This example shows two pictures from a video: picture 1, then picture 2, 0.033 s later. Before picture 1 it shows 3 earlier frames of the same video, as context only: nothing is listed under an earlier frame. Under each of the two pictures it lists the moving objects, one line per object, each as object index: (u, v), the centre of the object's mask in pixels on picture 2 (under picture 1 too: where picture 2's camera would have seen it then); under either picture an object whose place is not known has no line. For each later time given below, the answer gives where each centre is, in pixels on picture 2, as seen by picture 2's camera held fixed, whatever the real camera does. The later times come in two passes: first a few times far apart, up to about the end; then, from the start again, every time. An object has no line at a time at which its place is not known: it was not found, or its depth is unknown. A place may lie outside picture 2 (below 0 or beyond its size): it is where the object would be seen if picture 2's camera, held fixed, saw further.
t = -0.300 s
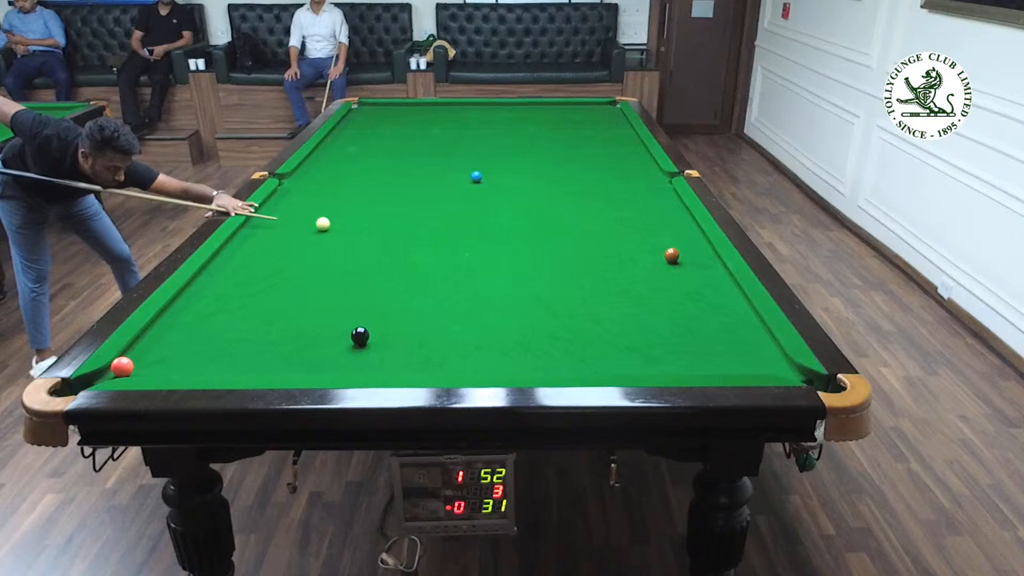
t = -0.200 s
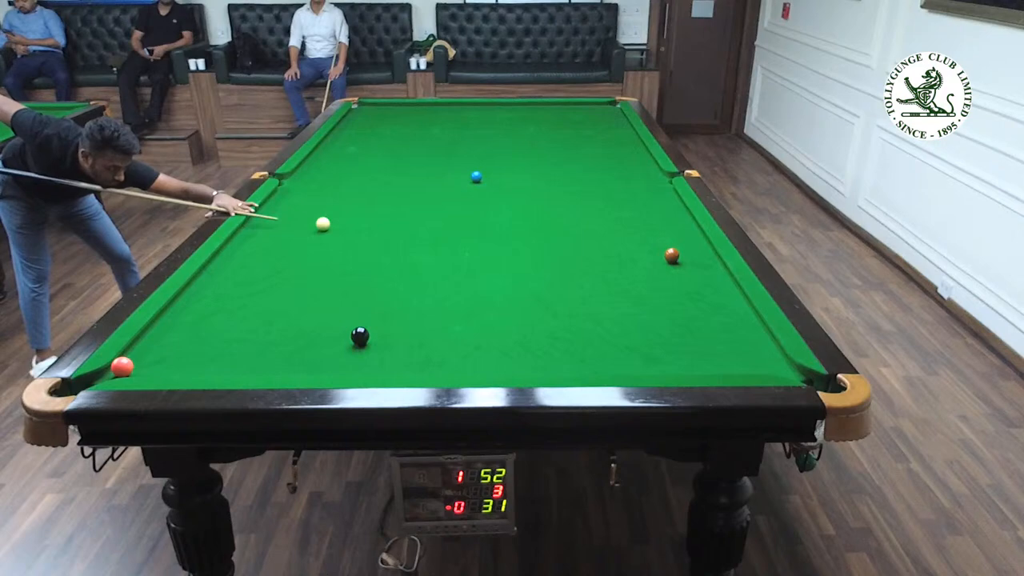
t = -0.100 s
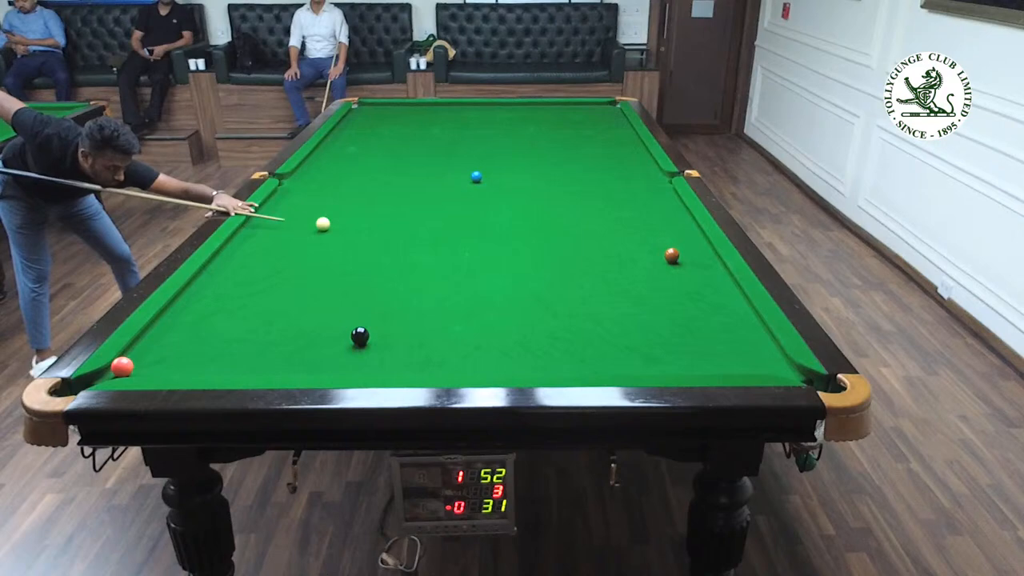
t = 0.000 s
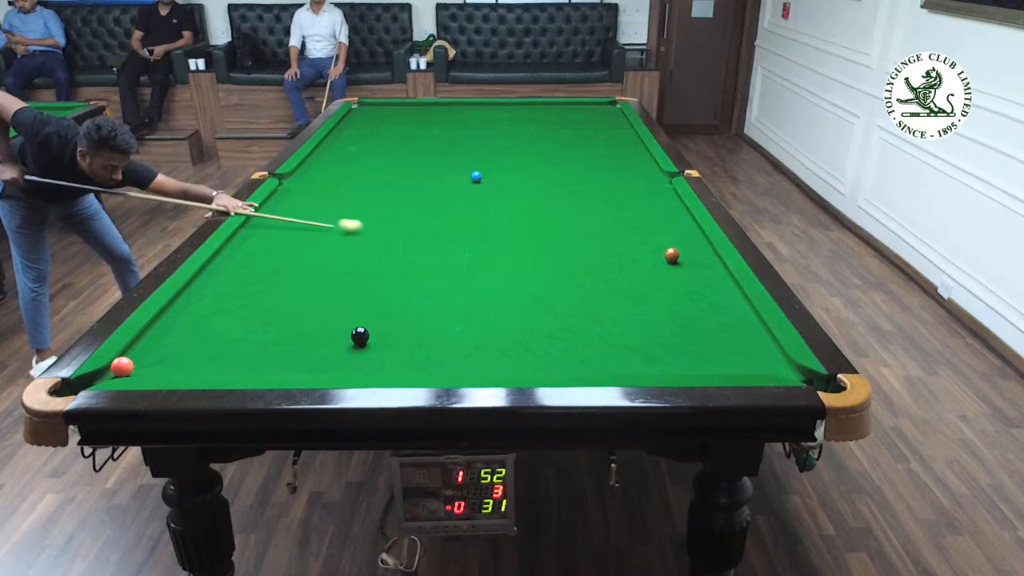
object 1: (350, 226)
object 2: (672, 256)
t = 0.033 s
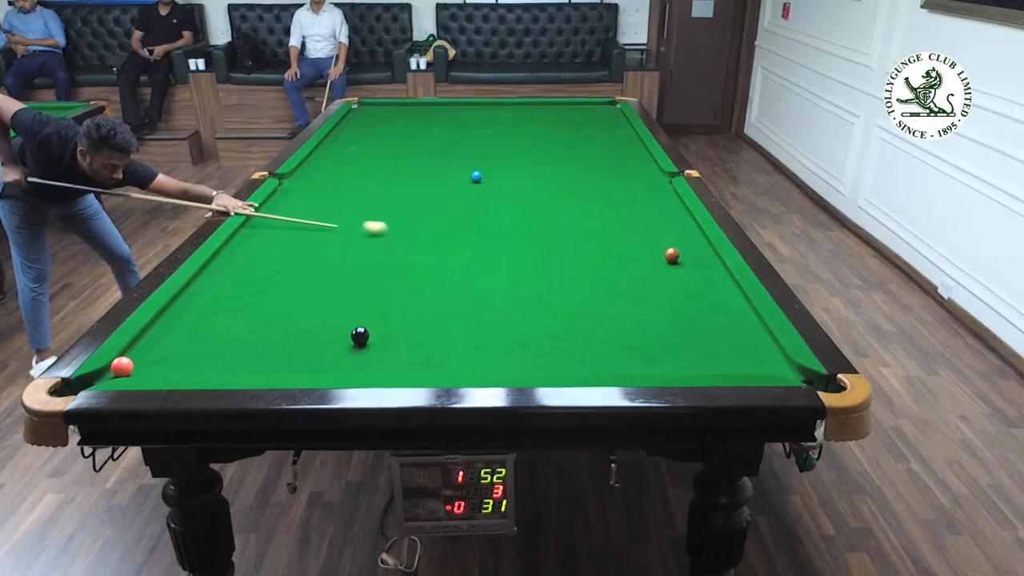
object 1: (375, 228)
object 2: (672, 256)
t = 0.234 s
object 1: (518, 239)
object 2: (672, 256)
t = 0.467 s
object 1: (662, 250)
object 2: (676, 257)
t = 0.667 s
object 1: (699, 238)
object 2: (714, 279)
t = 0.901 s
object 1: (662, 225)
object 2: (684, 295)
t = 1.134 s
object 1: (626, 213)
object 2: (653, 312)
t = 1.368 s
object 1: (595, 203)
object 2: (618, 331)
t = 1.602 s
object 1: (568, 193)
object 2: (583, 350)
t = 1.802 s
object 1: (547, 186)
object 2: (550, 365)
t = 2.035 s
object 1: (524, 178)
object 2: (513, 364)
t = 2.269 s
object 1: (503, 171)
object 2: (480, 353)
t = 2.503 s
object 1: (484, 164)
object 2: (450, 341)
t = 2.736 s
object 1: (467, 158)
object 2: (423, 331)
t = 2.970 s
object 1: (452, 153)
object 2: (399, 322)
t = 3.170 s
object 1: (440, 149)
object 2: (380, 314)
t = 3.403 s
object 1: (427, 144)
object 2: (360, 307)
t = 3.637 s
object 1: (415, 140)
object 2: (342, 300)
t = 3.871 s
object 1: (404, 136)
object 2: (326, 294)
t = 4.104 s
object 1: (394, 132)
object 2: (312, 288)
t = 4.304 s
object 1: (386, 129)
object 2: (301, 284)
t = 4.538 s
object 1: (378, 126)
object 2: (289, 279)
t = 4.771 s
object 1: (370, 123)
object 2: (278, 275)
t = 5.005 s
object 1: (363, 121)
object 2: (269, 272)
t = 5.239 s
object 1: (356, 118)
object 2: (261, 269)
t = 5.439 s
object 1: (351, 117)
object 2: (255, 266)
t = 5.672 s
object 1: (349, 115)
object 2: (249, 264)
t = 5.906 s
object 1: (354, 113)
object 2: (244, 262)
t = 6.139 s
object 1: (358, 112)
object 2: (240, 260)
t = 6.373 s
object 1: (361, 111)
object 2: (238, 259)
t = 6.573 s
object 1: (364, 110)
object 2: (236, 258)
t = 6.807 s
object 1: (367, 109)
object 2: (235, 258)
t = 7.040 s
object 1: (369, 109)
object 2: (235, 258)
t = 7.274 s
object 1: (371, 108)
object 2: (235, 258)
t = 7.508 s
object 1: (372, 108)
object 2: (235, 258)
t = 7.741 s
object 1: (373, 108)
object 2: (235, 258)
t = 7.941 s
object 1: (373, 108)
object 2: (235, 258)
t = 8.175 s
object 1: (373, 108)
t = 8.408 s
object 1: (373, 108)
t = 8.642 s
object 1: (373, 108)
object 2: (235, 258)
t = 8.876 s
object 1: (373, 108)
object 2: (235, 258)
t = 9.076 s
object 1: (373, 108)
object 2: (235, 257)
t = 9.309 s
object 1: (373, 108)
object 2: (235, 258)
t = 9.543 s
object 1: (373, 108)
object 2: (235, 258)
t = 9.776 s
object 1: (373, 108)
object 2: (235, 258)
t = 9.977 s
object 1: (373, 108)
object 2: (235, 258)
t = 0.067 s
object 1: (400, 230)
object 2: (672, 256)
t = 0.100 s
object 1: (424, 232)
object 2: (672, 256)
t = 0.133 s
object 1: (448, 233)
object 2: (672, 256)
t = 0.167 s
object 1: (472, 235)
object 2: (672, 256)
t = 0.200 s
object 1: (495, 237)
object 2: (672, 255)
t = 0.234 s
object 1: (518, 239)
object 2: (672, 256)
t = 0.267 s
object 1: (541, 241)
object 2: (672, 256)
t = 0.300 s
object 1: (563, 243)
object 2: (672, 256)
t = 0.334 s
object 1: (585, 244)
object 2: (672, 256)
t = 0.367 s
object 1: (606, 246)
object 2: (672, 256)
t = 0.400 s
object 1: (626, 248)
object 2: (672, 256)
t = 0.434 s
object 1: (646, 249)
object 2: (672, 256)
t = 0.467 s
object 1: (662, 250)
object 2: (676, 257)
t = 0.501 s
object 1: (669, 248)
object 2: (689, 261)
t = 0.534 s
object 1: (675, 246)
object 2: (700, 266)
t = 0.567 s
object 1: (681, 244)
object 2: (712, 269)
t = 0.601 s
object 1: (688, 242)
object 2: (723, 273)
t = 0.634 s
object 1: (693, 240)
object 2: (719, 276)
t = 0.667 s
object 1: (699, 238)
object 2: (714, 279)
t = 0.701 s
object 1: (696, 236)
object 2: (709, 281)
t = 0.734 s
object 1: (690, 234)
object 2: (705, 283)
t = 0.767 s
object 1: (683, 232)
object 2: (701, 286)
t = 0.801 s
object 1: (678, 230)
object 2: (697, 288)
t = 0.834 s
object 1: (672, 228)
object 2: (692, 290)
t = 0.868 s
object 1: (667, 227)
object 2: (688, 292)
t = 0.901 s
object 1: (662, 225)
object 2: (684, 295)
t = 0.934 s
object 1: (656, 223)
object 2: (680, 297)
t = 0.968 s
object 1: (651, 221)
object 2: (675, 300)
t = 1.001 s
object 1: (646, 220)
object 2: (671, 302)
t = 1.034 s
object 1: (641, 218)
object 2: (666, 305)
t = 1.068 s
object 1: (636, 216)
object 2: (662, 308)
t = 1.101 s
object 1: (631, 215)
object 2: (657, 310)
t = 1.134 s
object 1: (626, 213)
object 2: (653, 312)
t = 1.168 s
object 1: (622, 212)
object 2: (648, 315)
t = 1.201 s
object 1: (617, 210)
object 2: (643, 318)
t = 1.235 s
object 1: (613, 208)
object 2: (638, 320)
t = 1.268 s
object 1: (608, 207)
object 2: (633, 323)
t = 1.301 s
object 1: (604, 206)
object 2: (628, 325)
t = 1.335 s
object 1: (600, 204)
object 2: (624, 328)
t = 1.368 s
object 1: (595, 203)
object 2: (618, 331)
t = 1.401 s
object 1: (591, 201)
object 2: (613, 333)
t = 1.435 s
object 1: (587, 200)
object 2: (609, 336)
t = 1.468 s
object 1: (583, 198)
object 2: (603, 339)
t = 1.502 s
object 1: (579, 197)
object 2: (598, 341)
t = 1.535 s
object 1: (576, 196)
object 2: (593, 345)
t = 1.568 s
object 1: (572, 194)
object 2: (588, 347)
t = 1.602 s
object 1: (568, 193)
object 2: (583, 350)
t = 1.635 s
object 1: (564, 192)
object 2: (578, 353)
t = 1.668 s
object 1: (561, 191)
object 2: (573, 356)
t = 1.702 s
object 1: (557, 190)
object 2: (567, 359)
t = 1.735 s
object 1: (553, 188)
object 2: (562, 362)
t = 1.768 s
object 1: (550, 187)
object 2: (556, 364)
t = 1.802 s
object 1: (547, 186)
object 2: (550, 365)
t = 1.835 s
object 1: (543, 185)
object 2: (545, 367)
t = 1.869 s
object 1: (540, 184)
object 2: (539, 369)
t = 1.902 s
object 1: (536, 183)
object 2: (533, 369)
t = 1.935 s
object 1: (533, 181)
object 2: (528, 367)
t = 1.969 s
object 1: (530, 180)
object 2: (523, 366)
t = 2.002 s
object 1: (527, 179)
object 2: (518, 365)
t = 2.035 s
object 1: (524, 178)
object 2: (513, 364)
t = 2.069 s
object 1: (521, 177)
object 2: (508, 363)
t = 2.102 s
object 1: (518, 176)
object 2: (503, 362)
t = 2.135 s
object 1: (515, 175)
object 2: (498, 360)
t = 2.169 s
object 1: (512, 174)
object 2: (494, 358)
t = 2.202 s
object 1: (509, 173)
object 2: (489, 356)
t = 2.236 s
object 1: (506, 172)
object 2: (484, 355)
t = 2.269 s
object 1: (503, 171)
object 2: (480, 353)
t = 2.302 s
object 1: (500, 170)
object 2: (475, 351)
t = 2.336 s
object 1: (497, 169)
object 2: (471, 349)
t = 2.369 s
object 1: (495, 168)
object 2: (467, 348)
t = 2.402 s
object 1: (492, 167)
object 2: (462, 346)
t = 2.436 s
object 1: (489, 166)
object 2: (458, 344)
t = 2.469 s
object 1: (487, 165)
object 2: (454, 343)
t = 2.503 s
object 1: (484, 164)
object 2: (450, 341)
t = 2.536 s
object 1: (482, 164)
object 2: (446, 340)
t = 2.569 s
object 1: (479, 163)
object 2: (442, 338)
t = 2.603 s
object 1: (477, 162)
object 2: (438, 337)
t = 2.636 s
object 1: (474, 161)
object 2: (434, 335)
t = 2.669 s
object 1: (472, 160)
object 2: (431, 333)
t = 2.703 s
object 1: (470, 159)
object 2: (427, 332)
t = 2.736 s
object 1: (467, 158)
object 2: (423, 331)
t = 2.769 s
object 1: (465, 158)
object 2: (420, 330)
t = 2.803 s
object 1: (463, 157)
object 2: (416, 328)
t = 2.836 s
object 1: (460, 156)
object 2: (413, 327)
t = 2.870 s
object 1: (458, 155)
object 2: (409, 325)
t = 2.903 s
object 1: (456, 154)
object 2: (406, 324)
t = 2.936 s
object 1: (454, 154)
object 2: (402, 323)
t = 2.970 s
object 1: (452, 153)
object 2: (399, 322)
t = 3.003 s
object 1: (450, 152)
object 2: (396, 320)
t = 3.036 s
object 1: (448, 152)
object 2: (392, 319)
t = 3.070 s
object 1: (446, 151)
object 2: (389, 318)
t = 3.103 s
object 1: (443, 150)
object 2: (386, 317)
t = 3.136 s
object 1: (442, 149)
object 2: (383, 316)
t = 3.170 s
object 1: (440, 149)
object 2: (380, 314)
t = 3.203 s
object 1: (438, 148)
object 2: (377, 313)
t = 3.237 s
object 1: (436, 147)
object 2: (374, 312)
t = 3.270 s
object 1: (434, 147)
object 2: (371, 311)
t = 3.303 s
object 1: (432, 146)
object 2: (368, 310)
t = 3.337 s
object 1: (430, 145)
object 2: (365, 309)
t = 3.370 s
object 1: (429, 145)
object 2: (363, 308)
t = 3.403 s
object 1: (427, 144)
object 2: (360, 307)
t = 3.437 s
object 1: (425, 143)
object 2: (357, 305)
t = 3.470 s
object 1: (423, 143)
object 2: (355, 305)
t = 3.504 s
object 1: (422, 142)
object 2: (352, 304)
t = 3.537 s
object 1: (420, 142)
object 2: (349, 302)
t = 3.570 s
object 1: (418, 141)
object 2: (347, 302)
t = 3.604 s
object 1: (417, 140)
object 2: (344, 301)
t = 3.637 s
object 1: (415, 140)
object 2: (342, 300)
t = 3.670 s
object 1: (414, 139)
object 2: (339, 299)
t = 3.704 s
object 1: (412, 139)
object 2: (337, 298)
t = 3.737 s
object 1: (410, 138)
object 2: (335, 297)
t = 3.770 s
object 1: (409, 137)
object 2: (333, 297)
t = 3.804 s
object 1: (407, 137)
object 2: (330, 295)
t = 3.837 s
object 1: (406, 137)
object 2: (328, 294)
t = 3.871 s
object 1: (404, 136)
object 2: (326, 294)
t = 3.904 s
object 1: (403, 135)
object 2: (324, 293)
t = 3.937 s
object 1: (401, 135)
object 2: (322, 292)
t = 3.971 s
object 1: (400, 134)
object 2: (320, 291)
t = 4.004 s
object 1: (398, 134)
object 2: (318, 290)
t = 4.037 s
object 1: (397, 133)
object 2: (316, 290)
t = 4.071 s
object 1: (396, 133)
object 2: (314, 289)
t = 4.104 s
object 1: (394, 132)
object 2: (312, 288)
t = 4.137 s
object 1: (393, 132)
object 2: (310, 288)
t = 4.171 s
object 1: (391, 131)
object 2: (308, 287)
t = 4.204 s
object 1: (390, 131)
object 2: (306, 286)
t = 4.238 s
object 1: (389, 130)
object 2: (304, 285)
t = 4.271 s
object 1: (388, 130)
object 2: (303, 284)
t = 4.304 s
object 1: (386, 129)
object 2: (301, 284)
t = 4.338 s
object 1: (385, 129)
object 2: (299, 283)
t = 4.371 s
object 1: (384, 128)
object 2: (297, 283)
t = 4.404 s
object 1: (383, 128)
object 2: (296, 282)
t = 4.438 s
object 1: (381, 128)
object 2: (294, 281)
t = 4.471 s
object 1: (380, 127)
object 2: (292, 281)
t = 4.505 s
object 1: (379, 127)
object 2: (291, 280)
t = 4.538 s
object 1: (378, 126)
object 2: (289, 279)
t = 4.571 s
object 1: (377, 126)
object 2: (287, 279)
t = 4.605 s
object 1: (375, 125)
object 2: (286, 278)
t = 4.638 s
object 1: (374, 125)
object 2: (284, 277)
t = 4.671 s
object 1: (373, 125)
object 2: (283, 277)
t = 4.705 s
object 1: (372, 124)
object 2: (281, 276)
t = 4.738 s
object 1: (371, 124)
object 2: (280, 276)
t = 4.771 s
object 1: (370, 123)
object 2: (278, 275)
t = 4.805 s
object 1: (369, 123)
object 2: (277, 275)
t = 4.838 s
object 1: (368, 123)
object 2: (276, 274)
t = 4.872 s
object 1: (367, 122)
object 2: (274, 274)
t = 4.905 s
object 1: (366, 122)
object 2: (273, 273)
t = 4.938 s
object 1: (364, 121)
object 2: (272, 273)
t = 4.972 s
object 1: (364, 121)
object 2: (270, 272)
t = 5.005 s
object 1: (363, 121)
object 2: (269, 272)
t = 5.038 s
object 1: (362, 120)
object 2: (268, 271)
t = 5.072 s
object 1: (361, 120)
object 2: (267, 271)
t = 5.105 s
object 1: (360, 120)
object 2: (265, 270)
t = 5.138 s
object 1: (359, 119)
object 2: (264, 270)
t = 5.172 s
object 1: (358, 119)
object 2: (263, 269)
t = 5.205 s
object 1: (357, 119)
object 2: (262, 269)
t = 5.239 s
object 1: (356, 118)
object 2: (261, 269)
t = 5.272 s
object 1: (355, 118)
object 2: (260, 268)
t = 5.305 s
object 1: (354, 118)
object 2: (259, 268)
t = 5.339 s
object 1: (353, 118)
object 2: (258, 267)
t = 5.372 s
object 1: (352, 117)
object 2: (257, 267)
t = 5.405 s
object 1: (352, 117)
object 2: (256, 267)
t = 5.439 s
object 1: (351, 117)
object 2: (255, 266)
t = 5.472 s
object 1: (350, 117)
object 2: (254, 266)
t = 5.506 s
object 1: (349, 116)
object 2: (253, 266)
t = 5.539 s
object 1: (348, 116)
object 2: (252, 265)
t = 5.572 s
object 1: (348, 115)
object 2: (251, 265)
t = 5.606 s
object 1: (347, 115)
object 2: (251, 264)
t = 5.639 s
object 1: (348, 115)
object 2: (250, 264)
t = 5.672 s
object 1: (349, 115)
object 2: (249, 264)
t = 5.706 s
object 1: (349, 115)
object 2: (248, 264)
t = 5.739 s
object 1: (350, 114)
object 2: (248, 263)
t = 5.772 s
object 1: (351, 114)
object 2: (247, 263)
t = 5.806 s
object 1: (351, 114)
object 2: (246, 263)
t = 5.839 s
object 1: (352, 114)
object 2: (246, 262)
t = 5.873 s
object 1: (353, 113)
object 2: (245, 262)
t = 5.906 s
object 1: (354, 113)
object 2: (244, 262)
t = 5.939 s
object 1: (354, 113)
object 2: (244, 262)
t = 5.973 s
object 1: (355, 113)
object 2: (243, 261)
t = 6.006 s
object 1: (355, 113)
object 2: (243, 261)
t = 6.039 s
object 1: (356, 113)
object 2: (242, 261)
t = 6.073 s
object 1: (357, 112)
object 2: (242, 261)
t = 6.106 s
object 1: (357, 112)
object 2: (241, 261)
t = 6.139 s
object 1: (358, 112)
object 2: (240, 260)
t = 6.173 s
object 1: (358, 112)
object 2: (240, 260)
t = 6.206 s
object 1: (359, 112)
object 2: (240, 260)
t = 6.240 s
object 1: (359, 111)
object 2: (239, 260)
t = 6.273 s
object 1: (360, 111)
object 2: (239, 260)
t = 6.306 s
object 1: (360, 111)
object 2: (239, 260)
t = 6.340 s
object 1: (361, 111)
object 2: (238, 259)
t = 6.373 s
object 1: (361, 111)
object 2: (238, 259)
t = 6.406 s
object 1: (362, 111)
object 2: (238, 259)
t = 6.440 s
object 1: (362, 111)
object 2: (237, 259)
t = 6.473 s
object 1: (363, 111)
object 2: (237, 259)
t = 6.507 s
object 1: (363, 111)
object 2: (237, 259)
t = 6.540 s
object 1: (364, 110)
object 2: (237, 259)
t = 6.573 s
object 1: (364, 110)
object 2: (236, 258)
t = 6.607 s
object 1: (365, 110)
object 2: (236, 258)
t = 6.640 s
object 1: (365, 110)
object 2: (236, 258)
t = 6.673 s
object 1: (366, 110)
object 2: (236, 258)
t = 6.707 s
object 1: (366, 110)
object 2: (236, 258)
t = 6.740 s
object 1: (366, 110)
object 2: (235, 258)
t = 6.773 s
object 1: (367, 109)
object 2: (235, 258)
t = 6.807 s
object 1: (367, 109)
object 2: (235, 258)
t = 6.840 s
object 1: (367, 109)
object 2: (235, 258)
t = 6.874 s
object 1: (368, 109)
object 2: (235, 258)
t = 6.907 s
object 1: (368, 109)
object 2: (235, 258)
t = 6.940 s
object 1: (368, 109)
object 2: (235, 258)
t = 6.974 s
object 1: (368, 109)
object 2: (235, 258)
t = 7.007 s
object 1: (369, 109)
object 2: (235, 258)
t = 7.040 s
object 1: (369, 109)
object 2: (235, 258)
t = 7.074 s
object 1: (369, 109)
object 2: (235, 258)
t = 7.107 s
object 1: (370, 109)
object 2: (235, 258)
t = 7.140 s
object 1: (370, 109)
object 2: (235, 258)
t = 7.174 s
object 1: (370, 109)
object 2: (235, 258)
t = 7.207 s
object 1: (370, 108)
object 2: (235, 258)
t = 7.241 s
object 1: (371, 108)
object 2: (235, 258)
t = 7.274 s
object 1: (371, 108)
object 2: (235, 258)
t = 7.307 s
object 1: (371, 108)
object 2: (235, 258)
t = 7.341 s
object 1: (371, 108)
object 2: (235, 258)
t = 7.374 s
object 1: (371, 108)
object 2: (235, 258)
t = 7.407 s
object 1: (372, 108)
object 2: (235, 258)
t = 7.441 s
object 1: (372, 108)
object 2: (235, 258)
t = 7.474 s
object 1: (372, 108)
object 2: (235, 258)
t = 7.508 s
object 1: (372, 108)
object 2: (235, 258)
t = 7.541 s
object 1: (372, 108)
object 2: (235, 258)
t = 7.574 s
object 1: (372, 108)
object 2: (235, 258)
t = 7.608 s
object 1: (373, 108)
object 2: (235, 258)
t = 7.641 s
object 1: (373, 108)
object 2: (235, 258)
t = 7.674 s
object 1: (373, 108)
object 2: (235, 258)
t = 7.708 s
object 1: (373, 108)
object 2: (235, 258)
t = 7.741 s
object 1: (373, 108)
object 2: (235, 258)
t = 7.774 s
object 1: (373, 108)
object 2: (235, 258)
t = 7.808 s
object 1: (373, 108)
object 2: (235, 258)
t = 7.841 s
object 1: (373, 108)
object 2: (235, 258)
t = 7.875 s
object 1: (373, 108)
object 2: (235, 258)
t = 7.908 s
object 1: (373, 108)
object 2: (235, 258)
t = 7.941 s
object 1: (373, 108)
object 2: (235, 258)
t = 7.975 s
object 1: (373, 108)
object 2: (235, 258)
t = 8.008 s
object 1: (373, 108)
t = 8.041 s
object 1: (373, 108)
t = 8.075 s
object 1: (373, 108)
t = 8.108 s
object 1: (373, 108)
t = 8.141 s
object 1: (373, 108)
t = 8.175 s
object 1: (373, 108)
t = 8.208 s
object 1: (373, 108)
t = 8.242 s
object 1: (373, 108)
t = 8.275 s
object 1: (373, 108)
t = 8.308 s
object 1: (373, 108)
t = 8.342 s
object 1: (373, 108)
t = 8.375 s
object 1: (373, 108)
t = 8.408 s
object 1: (373, 108)
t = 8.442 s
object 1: (373, 108)
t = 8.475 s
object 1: (373, 108)
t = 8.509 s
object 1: (373, 108)
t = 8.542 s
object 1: (373, 108)
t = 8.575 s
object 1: (373, 108)
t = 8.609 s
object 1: (373, 108)
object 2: (232, 255)
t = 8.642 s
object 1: (373, 108)
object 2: (235, 258)
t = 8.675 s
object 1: (373, 108)
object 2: (235, 258)
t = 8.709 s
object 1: (373, 108)
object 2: (235, 258)
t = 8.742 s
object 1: (373, 108)
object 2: (235, 258)
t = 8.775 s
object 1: (373, 108)
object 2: (235, 258)
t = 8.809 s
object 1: (373, 108)
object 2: (235, 258)
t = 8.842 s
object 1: (373, 108)
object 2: (235, 258)
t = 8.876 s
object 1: (373, 108)
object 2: (235, 258)
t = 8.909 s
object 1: (373, 108)
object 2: (235, 257)
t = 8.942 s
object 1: (373, 108)
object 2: (235, 257)
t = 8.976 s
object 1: (373, 108)
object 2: (235, 258)
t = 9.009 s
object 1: (373, 108)
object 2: (235, 258)
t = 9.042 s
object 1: (373, 108)
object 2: (235, 258)
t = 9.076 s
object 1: (373, 108)
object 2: (235, 257)
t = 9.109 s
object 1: (373, 108)
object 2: (235, 258)
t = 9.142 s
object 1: (373, 108)
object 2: (235, 258)
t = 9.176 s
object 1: (373, 108)
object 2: (235, 258)
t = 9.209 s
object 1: (373, 108)
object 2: (235, 258)
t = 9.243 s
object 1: (373, 108)
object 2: (235, 258)
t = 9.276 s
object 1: (373, 108)
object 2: (235, 258)
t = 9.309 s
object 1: (373, 108)
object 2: (235, 258)
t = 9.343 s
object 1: (373, 108)
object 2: (235, 258)
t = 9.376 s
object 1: (373, 108)
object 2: (235, 258)
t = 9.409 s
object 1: (373, 108)
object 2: (235, 258)
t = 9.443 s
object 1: (373, 108)
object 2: (235, 258)
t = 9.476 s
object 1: (373, 108)
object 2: (235, 258)
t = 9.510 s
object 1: (373, 108)
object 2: (235, 258)
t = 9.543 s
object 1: (373, 108)
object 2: (235, 258)
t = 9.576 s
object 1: (373, 108)
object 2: (235, 258)
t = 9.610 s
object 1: (373, 108)
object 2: (235, 258)
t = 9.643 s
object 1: (373, 108)
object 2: (235, 258)
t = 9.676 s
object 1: (373, 108)
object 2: (235, 258)
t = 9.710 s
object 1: (373, 108)
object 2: (235, 258)
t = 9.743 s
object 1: (373, 108)
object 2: (235, 258)
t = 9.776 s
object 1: (373, 108)
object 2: (235, 258)
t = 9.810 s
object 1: (373, 108)
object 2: (235, 258)
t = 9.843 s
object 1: (373, 108)
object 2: (235, 258)
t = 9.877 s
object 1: (373, 108)
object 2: (235, 258)
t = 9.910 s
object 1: (373, 108)
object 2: (235, 258)
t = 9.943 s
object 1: (373, 108)
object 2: (235, 258)
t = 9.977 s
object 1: (373, 108)
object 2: (235, 258)
